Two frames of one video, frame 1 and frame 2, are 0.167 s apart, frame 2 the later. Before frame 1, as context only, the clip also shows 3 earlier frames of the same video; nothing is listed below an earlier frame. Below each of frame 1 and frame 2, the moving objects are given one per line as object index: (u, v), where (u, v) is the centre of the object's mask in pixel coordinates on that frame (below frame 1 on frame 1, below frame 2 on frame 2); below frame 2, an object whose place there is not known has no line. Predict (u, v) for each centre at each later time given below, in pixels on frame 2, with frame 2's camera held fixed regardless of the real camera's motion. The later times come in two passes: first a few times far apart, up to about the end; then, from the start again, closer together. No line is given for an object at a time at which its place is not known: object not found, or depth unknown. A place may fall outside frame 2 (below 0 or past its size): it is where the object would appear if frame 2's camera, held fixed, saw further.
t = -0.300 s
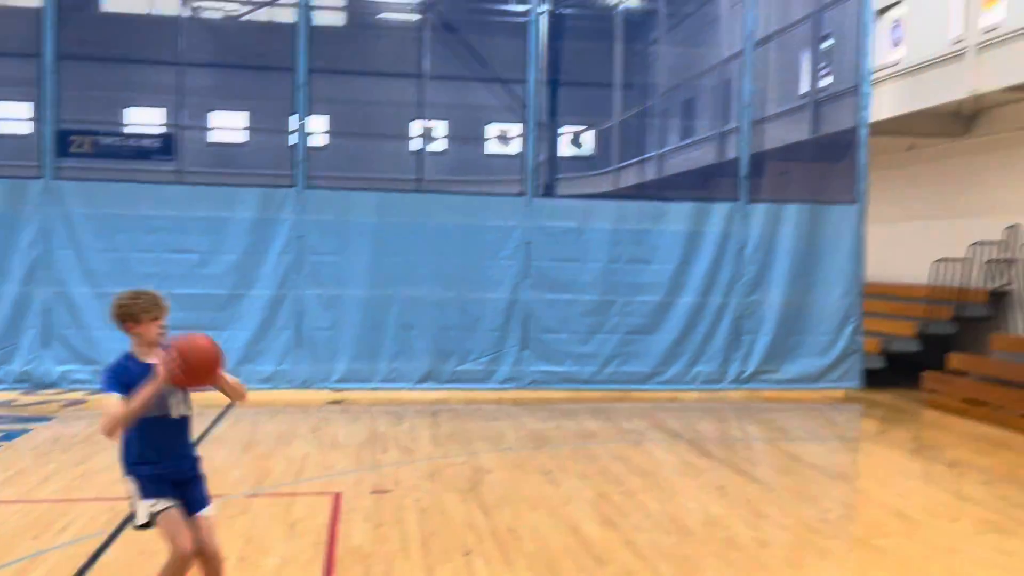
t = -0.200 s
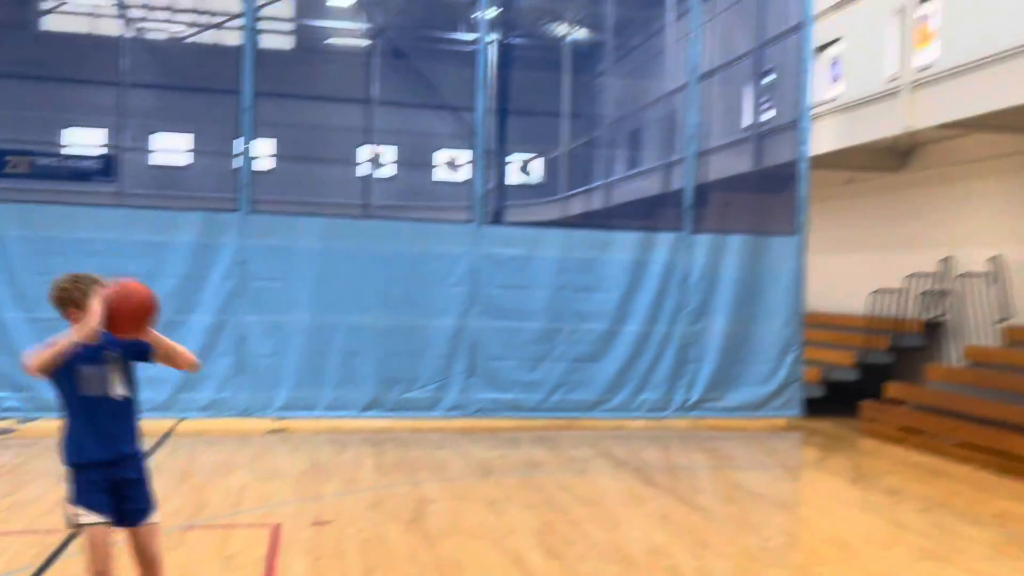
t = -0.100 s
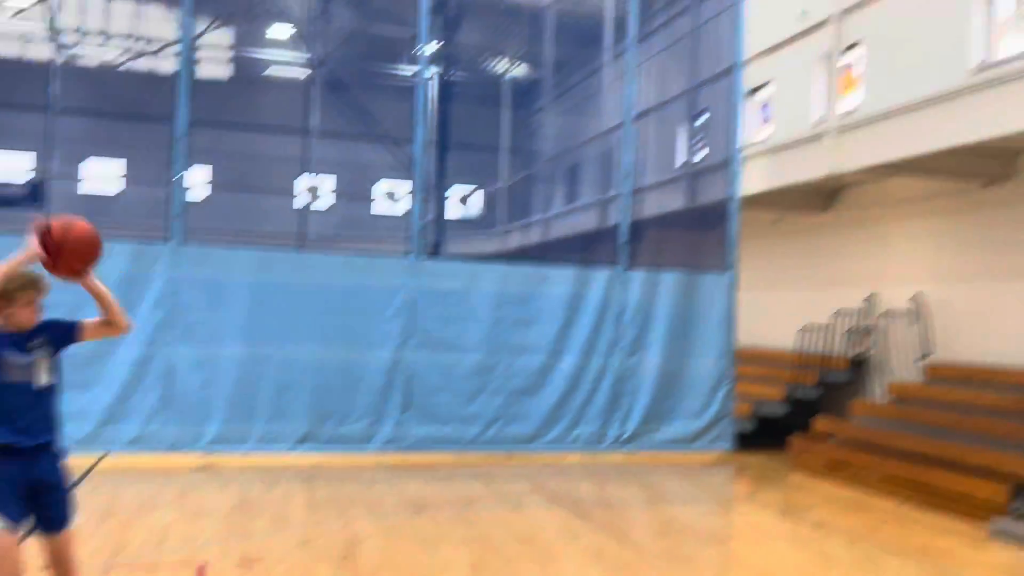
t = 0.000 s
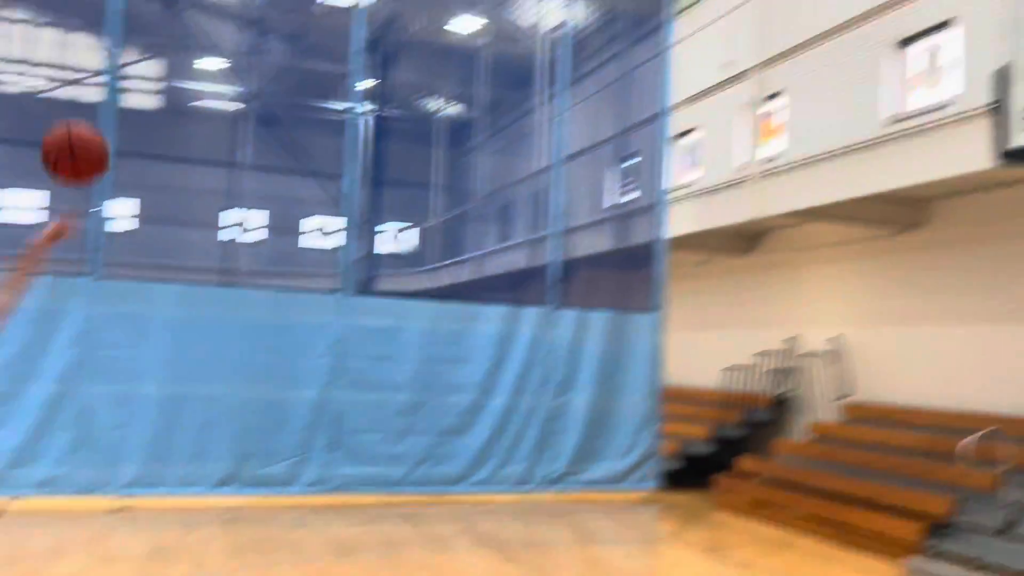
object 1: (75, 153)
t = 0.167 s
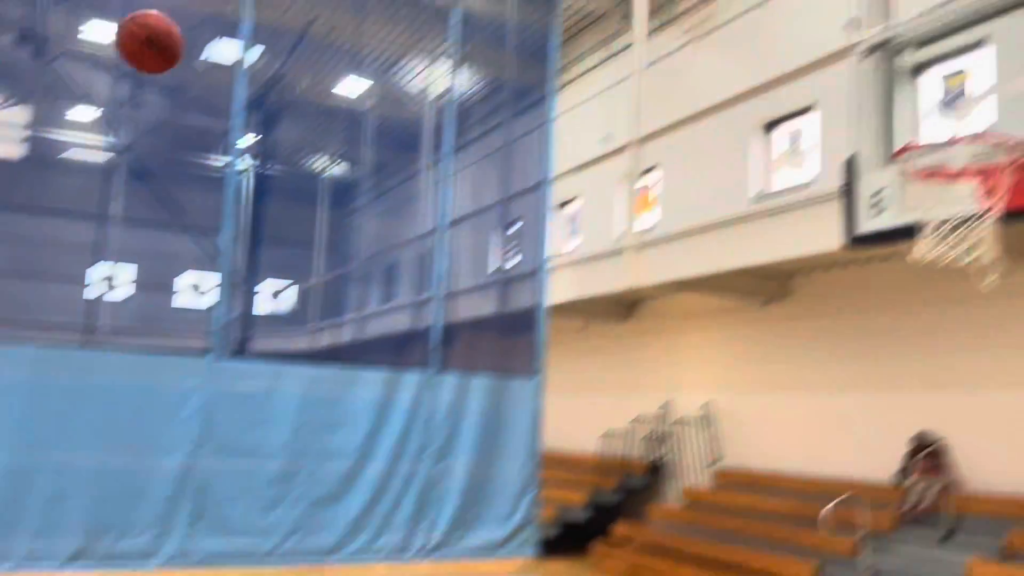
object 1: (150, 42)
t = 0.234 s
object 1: (231, 5)
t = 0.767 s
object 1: (787, 14)
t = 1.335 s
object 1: (857, 319)
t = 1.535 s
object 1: (799, 503)
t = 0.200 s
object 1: (191, 20)
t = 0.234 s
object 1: (231, 5)
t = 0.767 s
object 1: (787, 14)
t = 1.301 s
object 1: (869, 297)
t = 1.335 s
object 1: (857, 319)
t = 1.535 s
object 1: (799, 503)
